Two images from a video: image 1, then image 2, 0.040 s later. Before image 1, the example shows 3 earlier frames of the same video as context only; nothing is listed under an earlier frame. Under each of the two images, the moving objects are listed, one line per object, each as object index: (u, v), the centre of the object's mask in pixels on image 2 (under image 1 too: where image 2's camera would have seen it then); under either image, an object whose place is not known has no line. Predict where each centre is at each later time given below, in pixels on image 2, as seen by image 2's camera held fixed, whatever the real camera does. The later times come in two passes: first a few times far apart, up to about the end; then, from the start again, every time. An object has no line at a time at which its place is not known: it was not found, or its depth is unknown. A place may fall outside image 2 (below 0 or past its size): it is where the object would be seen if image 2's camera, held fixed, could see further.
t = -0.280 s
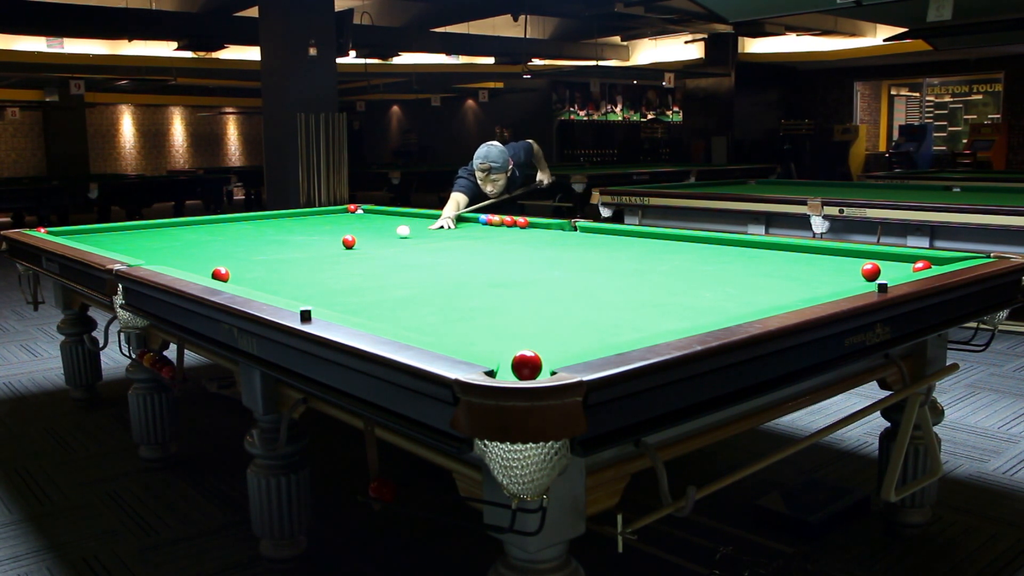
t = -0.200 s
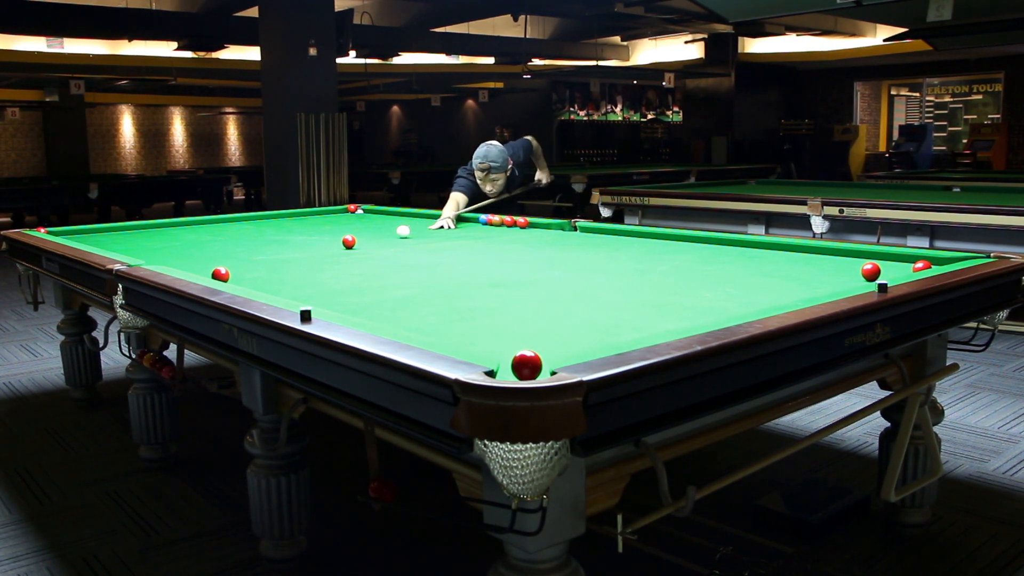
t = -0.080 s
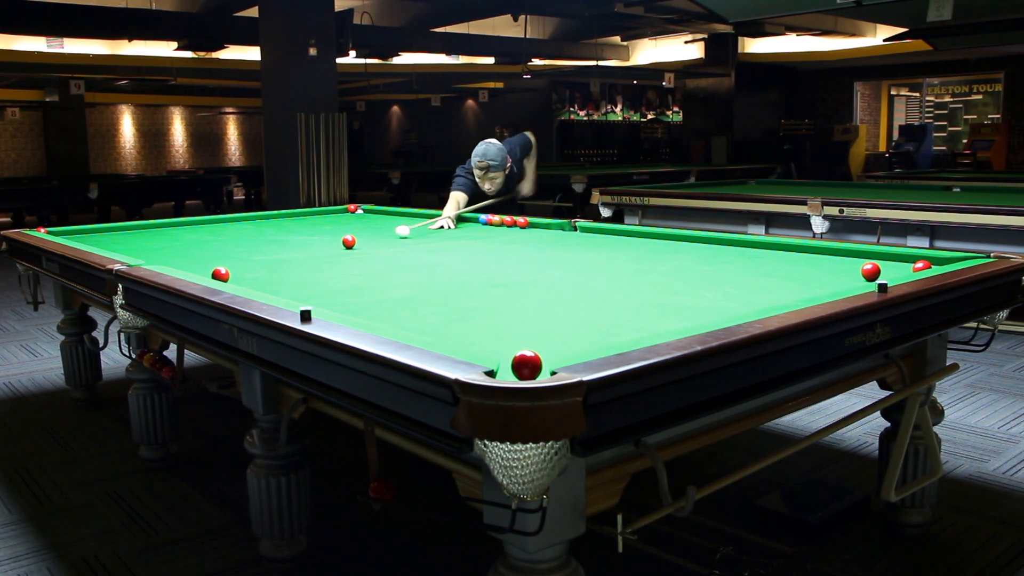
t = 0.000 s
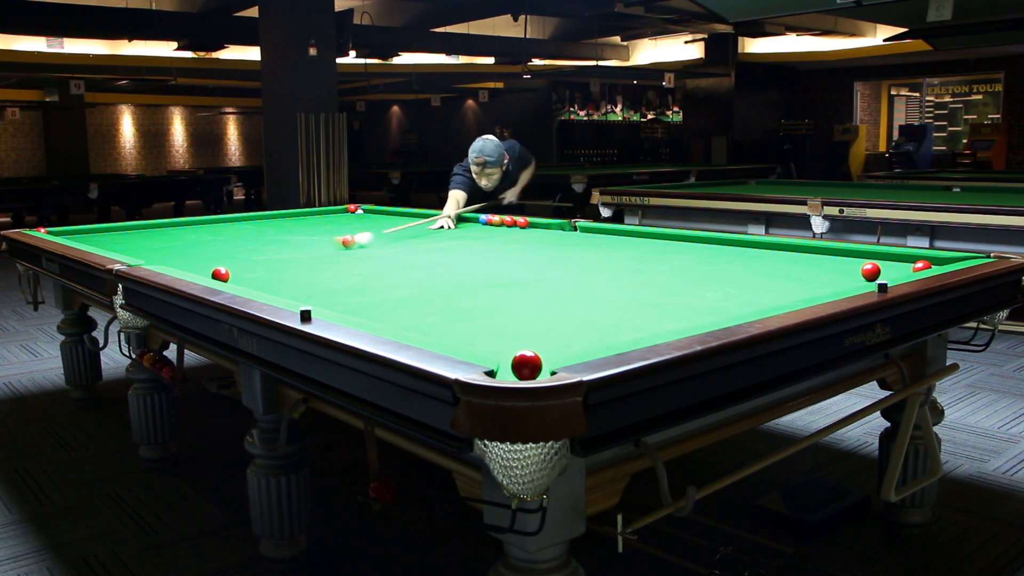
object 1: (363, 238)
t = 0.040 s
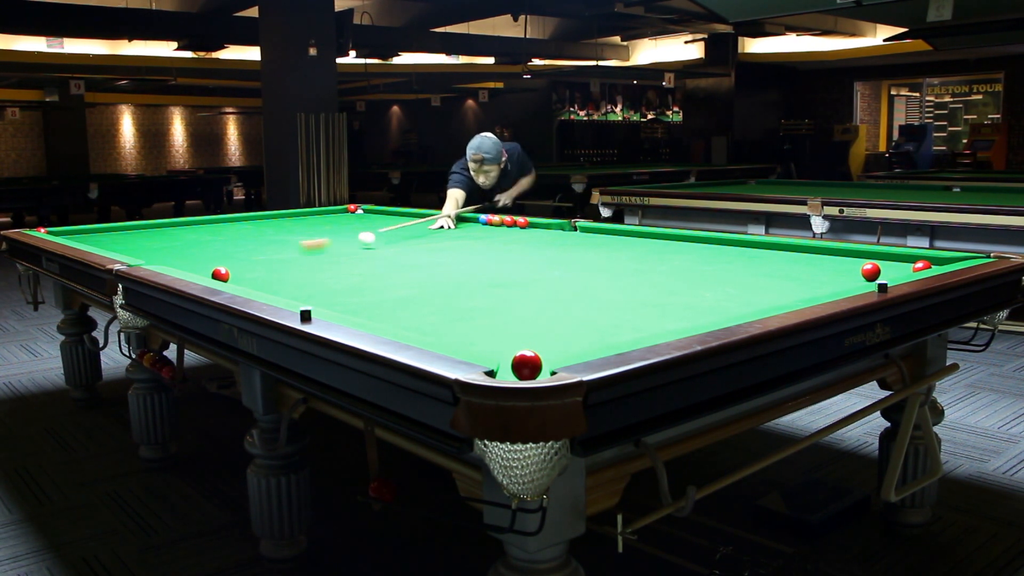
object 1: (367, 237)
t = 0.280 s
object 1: (401, 247)
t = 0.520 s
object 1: (418, 259)
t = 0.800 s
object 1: (442, 275)
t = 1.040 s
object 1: (468, 293)
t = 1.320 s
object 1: (509, 321)
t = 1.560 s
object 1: (556, 348)
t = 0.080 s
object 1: (374, 240)
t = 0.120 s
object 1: (381, 241)
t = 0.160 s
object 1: (387, 243)
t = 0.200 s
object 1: (393, 244)
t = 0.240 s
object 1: (398, 246)
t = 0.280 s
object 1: (401, 247)
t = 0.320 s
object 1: (404, 249)
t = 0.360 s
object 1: (407, 251)
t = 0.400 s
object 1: (410, 253)
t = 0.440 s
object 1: (412, 255)
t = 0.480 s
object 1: (415, 257)
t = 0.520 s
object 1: (418, 259)
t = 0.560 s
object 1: (421, 261)
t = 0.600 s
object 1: (424, 263)
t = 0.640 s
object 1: (428, 265)
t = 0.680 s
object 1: (431, 268)
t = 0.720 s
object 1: (435, 270)
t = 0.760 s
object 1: (438, 273)
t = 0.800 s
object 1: (442, 275)
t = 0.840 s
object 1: (446, 278)
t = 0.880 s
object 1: (450, 281)
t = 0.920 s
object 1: (454, 284)
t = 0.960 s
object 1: (459, 287)
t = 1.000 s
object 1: (464, 290)
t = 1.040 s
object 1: (468, 293)
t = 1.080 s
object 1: (473, 296)
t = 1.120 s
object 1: (479, 300)
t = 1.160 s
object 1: (484, 304)
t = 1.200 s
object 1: (490, 308)
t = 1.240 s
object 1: (496, 312)
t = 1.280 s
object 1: (502, 316)
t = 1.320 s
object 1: (509, 321)
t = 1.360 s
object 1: (516, 325)
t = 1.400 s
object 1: (523, 330)
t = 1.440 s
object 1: (532, 335)
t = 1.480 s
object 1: (540, 340)
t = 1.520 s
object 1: (549, 346)
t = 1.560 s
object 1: (556, 348)
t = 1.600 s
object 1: (555, 350)
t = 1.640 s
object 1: (539, 348)
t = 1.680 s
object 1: (520, 345)
